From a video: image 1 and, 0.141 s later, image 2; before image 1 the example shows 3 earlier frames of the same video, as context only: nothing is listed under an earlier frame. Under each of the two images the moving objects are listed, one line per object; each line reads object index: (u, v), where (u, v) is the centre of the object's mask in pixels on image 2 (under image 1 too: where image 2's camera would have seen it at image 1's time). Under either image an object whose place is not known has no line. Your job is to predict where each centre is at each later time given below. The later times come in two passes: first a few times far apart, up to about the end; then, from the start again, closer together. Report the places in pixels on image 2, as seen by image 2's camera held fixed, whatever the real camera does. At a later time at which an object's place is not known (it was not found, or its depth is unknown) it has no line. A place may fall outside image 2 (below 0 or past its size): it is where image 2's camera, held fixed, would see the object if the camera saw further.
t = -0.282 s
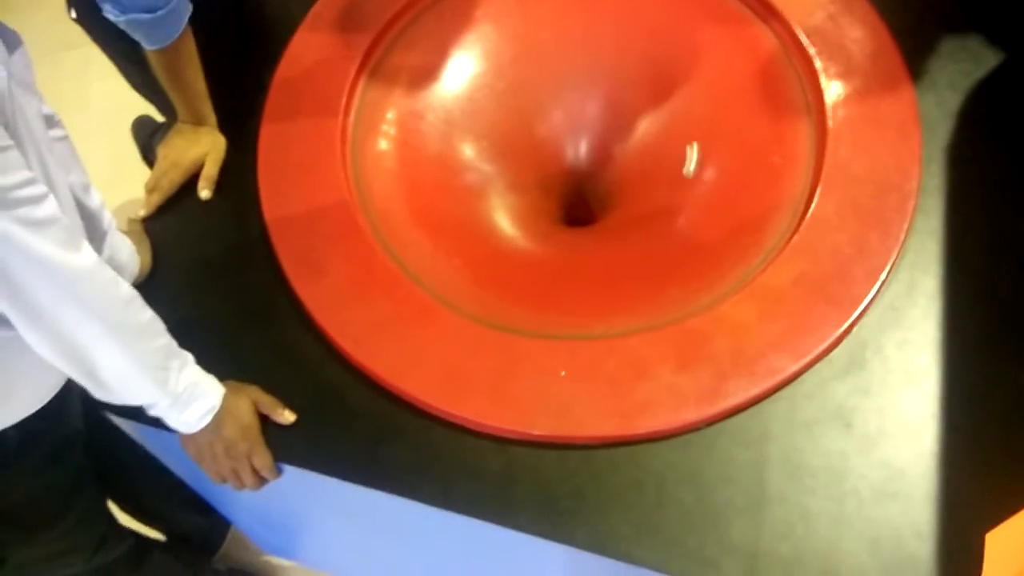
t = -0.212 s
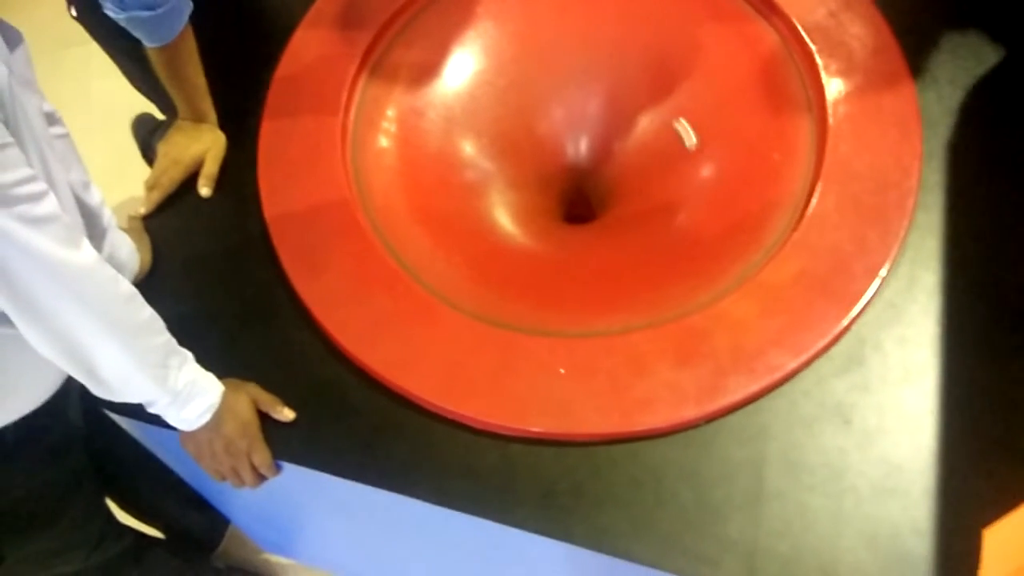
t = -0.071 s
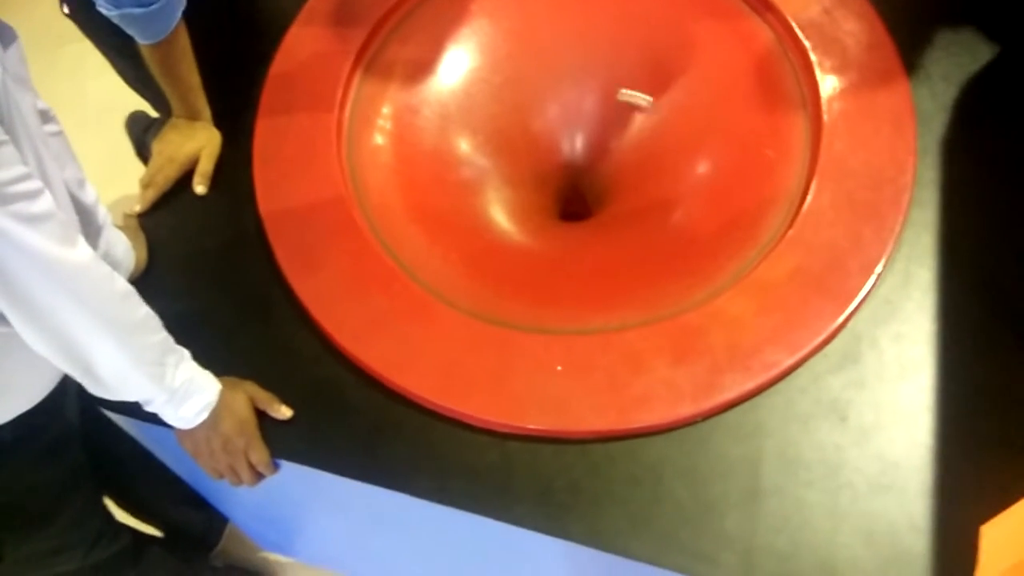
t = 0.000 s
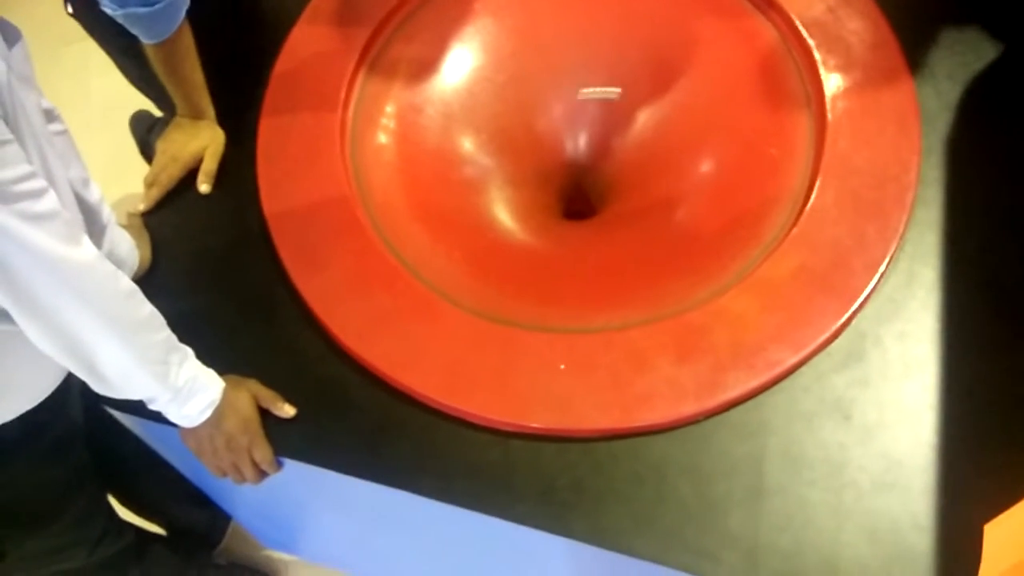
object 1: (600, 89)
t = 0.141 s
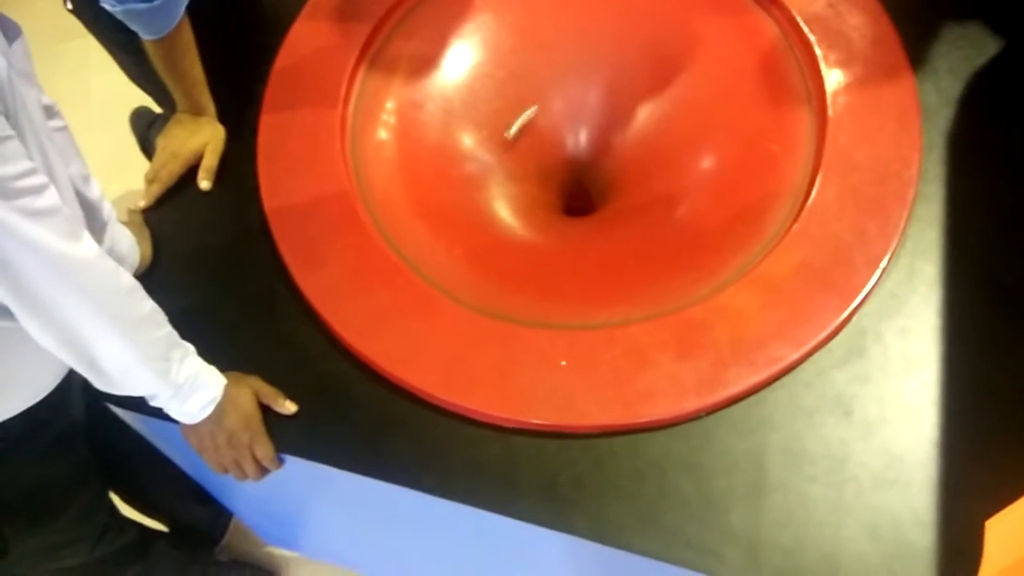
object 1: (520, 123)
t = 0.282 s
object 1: (499, 181)
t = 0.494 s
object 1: (567, 230)
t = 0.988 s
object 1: (569, 93)
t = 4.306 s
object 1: (614, 124)
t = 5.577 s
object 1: (624, 164)
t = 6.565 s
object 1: (531, 187)
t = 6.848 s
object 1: (610, 145)
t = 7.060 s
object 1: (528, 148)
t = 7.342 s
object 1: (615, 181)
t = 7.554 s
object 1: (557, 125)
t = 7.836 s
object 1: (590, 203)
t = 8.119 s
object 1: (557, 127)
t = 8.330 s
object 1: (566, 204)
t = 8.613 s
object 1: (576, 124)
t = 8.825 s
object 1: (553, 195)
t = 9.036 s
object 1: (611, 145)
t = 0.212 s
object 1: (500, 151)
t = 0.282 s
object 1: (499, 181)
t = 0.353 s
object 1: (511, 207)
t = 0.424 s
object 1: (538, 223)
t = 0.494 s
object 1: (567, 230)
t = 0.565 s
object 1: (599, 225)
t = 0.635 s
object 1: (627, 211)
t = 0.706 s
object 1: (646, 188)
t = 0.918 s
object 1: (609, 104)
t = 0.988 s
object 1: (569, 93)
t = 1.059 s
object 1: (531, 95)
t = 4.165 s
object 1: (650, 160)
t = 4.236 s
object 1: (639, 138)
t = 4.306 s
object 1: (614, 124)
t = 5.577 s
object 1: (624, 164)
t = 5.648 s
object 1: (603, 138)
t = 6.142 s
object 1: (611, 193)
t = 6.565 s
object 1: (531, 187)
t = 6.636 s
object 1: (559, 204)
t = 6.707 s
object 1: (594, 202)
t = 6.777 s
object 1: (616, 176)
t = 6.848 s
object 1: (610, 145)
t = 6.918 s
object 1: (580, 126)
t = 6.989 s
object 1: (549, 128)
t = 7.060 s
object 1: (528, 148)
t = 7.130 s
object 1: (529, 175)
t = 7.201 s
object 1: (550, 199)
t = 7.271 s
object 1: (587, 204)
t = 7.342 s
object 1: (615, 181)
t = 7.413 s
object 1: (613, 148)
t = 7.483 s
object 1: (587, 126)
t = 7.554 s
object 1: (557, 125)
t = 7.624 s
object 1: (534, 145)
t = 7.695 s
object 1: (532, 172)
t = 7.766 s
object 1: (554, 199)
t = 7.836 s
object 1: (590, 203)
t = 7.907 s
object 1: (616, 177)
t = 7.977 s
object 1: (611, 144)
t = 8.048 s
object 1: (586, 125)
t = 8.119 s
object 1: (557, 127)
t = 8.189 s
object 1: (536, 149)
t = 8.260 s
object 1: (538, 180)
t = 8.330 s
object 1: (566, 204)
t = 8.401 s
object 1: (603, 195)
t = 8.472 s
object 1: (617, 165)
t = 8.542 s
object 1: (603, 135)
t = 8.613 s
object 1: (576, 124)
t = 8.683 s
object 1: (550, 136)
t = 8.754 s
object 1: (538, 164)
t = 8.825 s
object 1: (553, 195)
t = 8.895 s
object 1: (590, 203)
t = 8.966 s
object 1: (615, 177)
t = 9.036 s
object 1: (611, 145)
